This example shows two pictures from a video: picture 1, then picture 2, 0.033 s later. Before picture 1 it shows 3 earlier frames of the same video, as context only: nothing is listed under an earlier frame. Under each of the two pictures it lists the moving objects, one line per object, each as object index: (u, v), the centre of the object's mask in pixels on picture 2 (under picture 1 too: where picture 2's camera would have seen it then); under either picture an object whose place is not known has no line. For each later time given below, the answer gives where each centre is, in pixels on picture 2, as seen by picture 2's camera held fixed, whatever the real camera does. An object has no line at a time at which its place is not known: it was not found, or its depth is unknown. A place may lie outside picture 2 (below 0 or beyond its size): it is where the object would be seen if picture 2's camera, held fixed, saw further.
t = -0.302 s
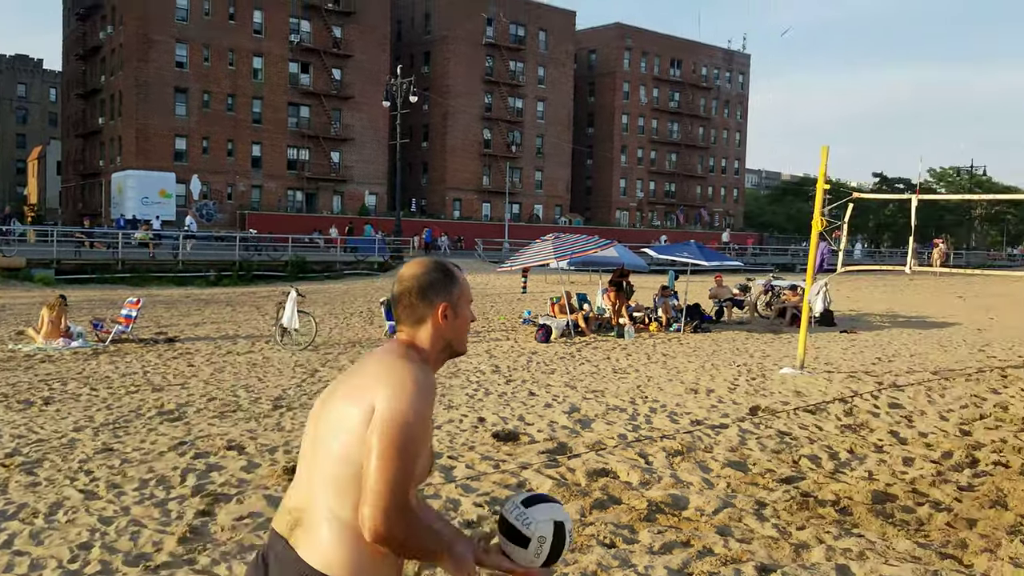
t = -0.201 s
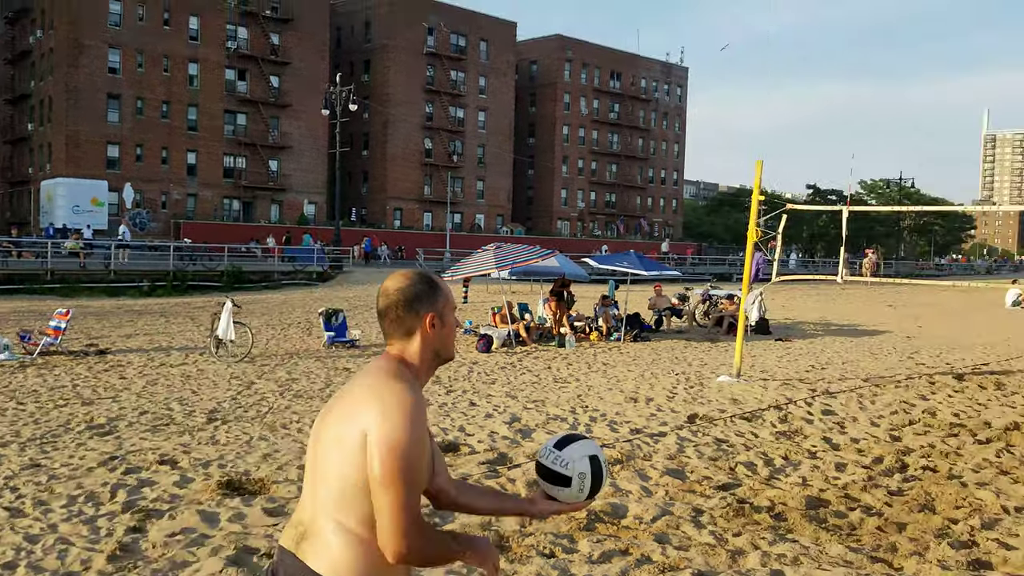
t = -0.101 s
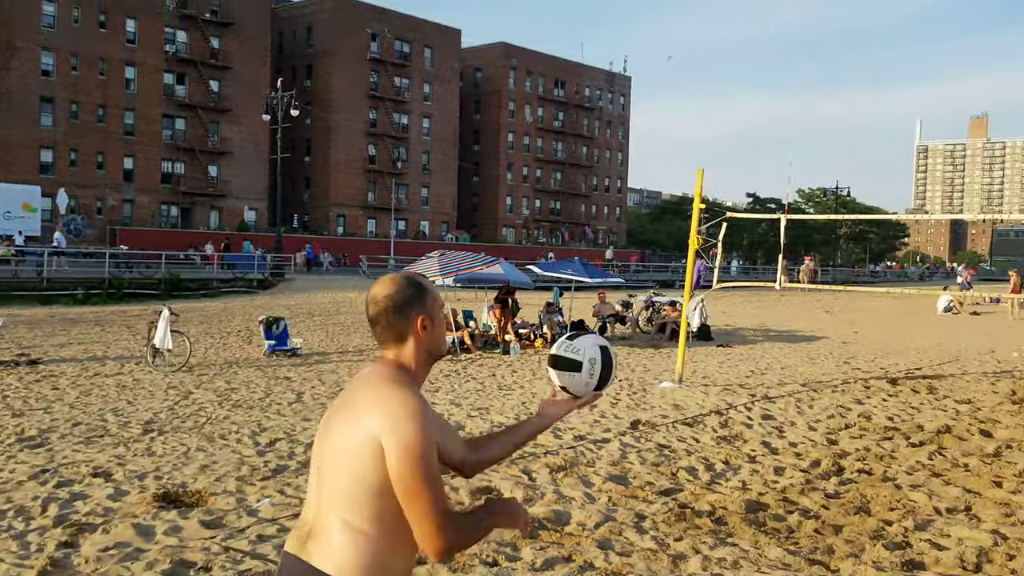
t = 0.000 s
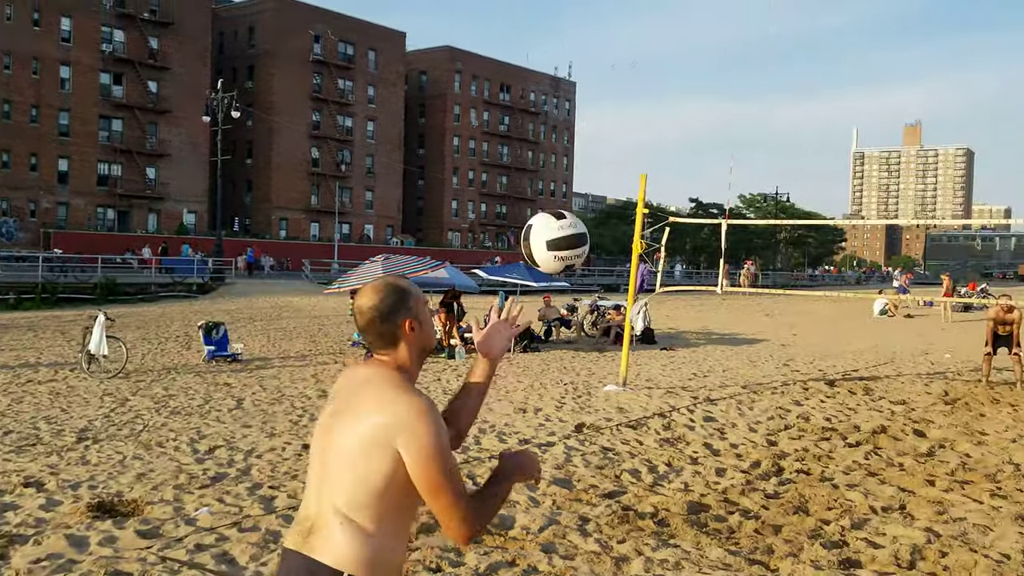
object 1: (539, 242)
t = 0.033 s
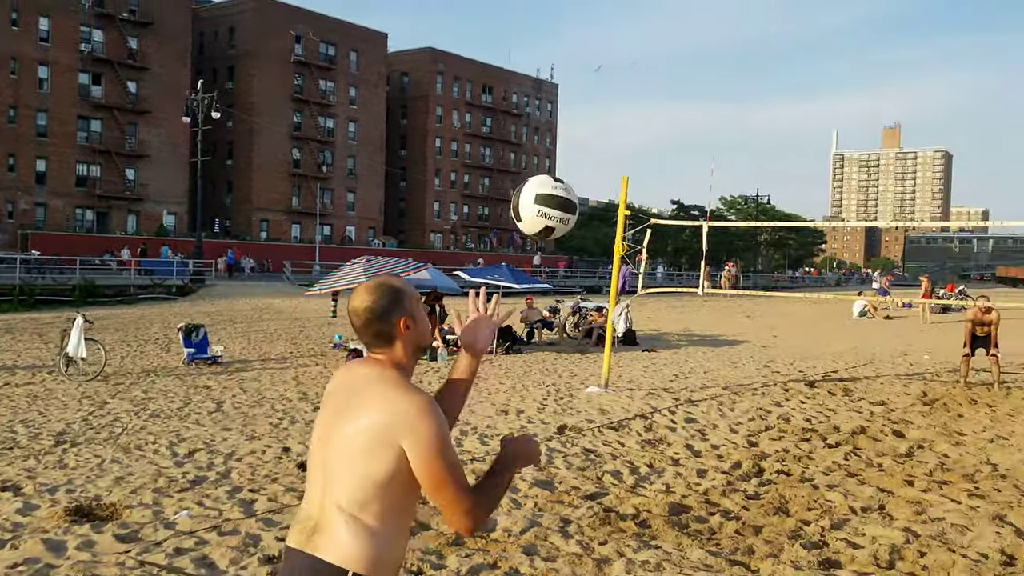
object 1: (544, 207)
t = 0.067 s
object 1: (550, 174)
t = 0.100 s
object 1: (557, 145)
